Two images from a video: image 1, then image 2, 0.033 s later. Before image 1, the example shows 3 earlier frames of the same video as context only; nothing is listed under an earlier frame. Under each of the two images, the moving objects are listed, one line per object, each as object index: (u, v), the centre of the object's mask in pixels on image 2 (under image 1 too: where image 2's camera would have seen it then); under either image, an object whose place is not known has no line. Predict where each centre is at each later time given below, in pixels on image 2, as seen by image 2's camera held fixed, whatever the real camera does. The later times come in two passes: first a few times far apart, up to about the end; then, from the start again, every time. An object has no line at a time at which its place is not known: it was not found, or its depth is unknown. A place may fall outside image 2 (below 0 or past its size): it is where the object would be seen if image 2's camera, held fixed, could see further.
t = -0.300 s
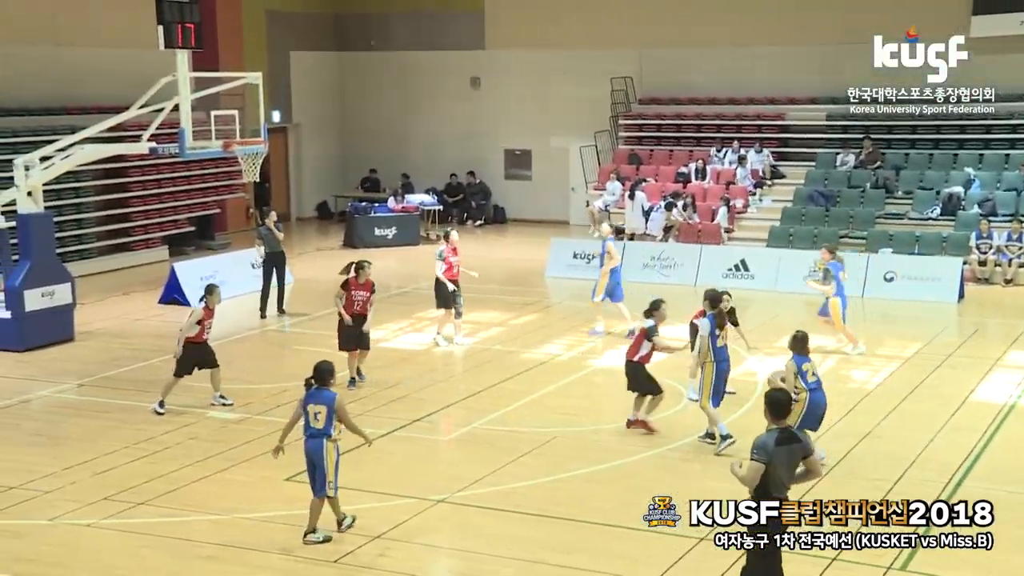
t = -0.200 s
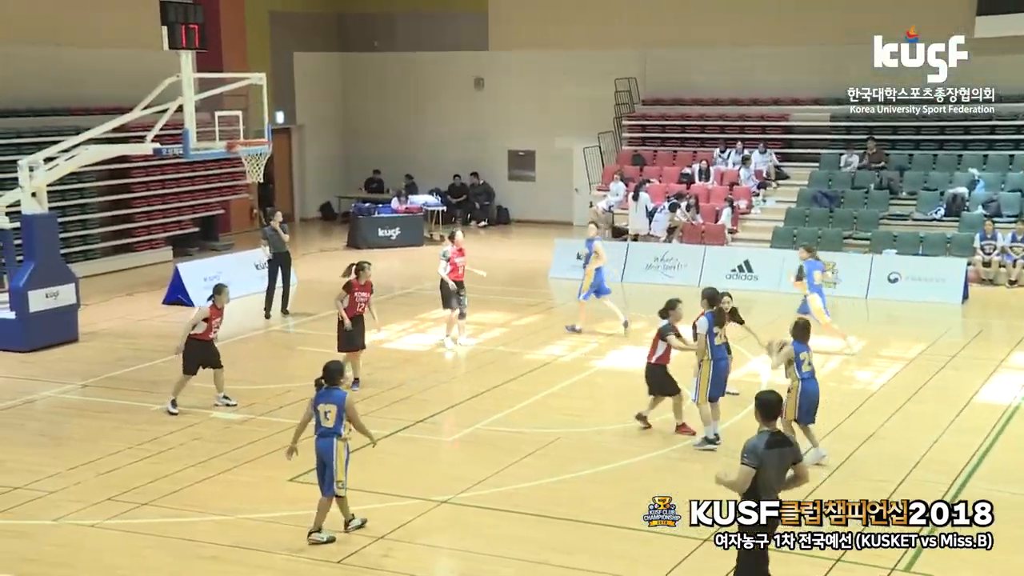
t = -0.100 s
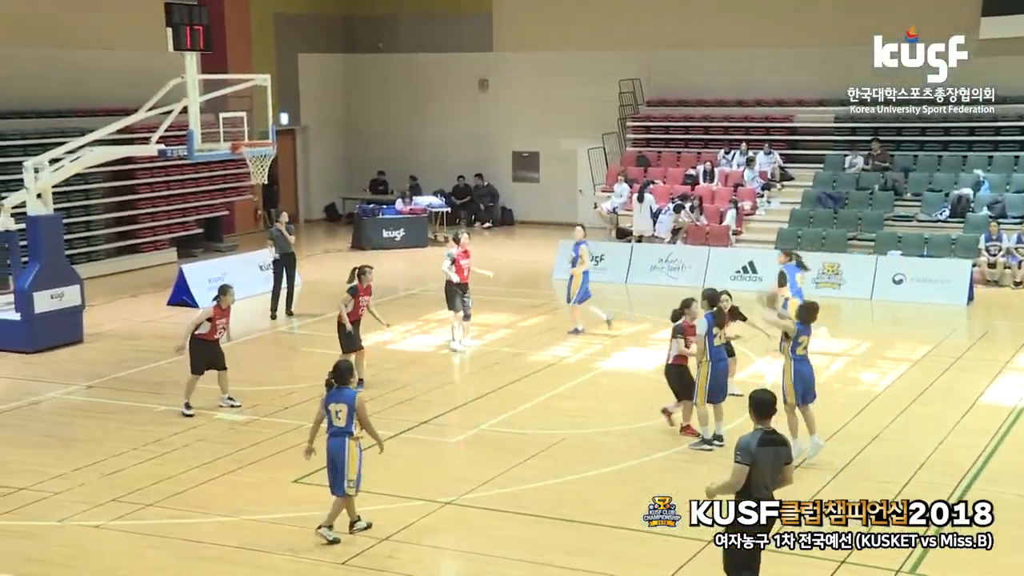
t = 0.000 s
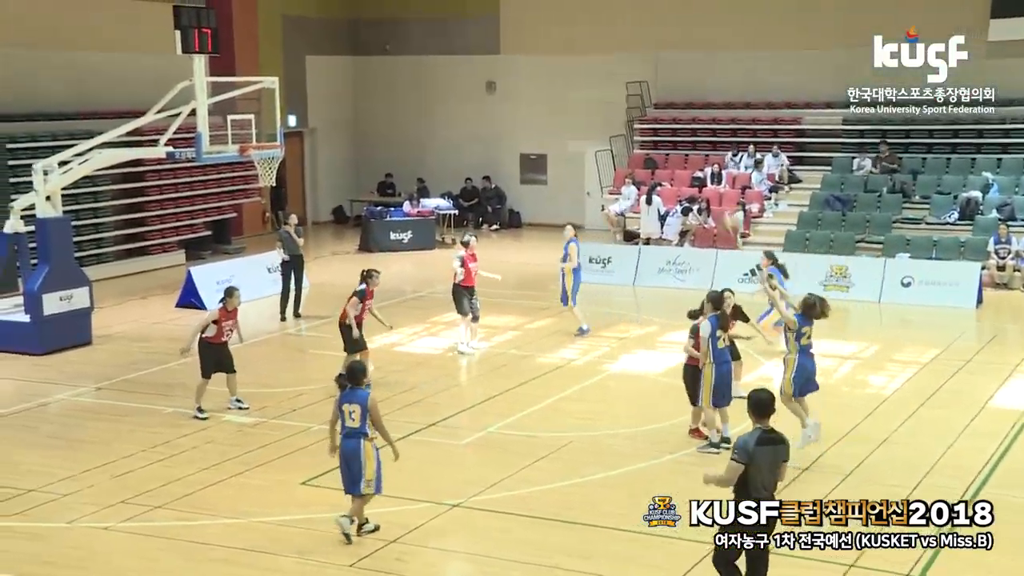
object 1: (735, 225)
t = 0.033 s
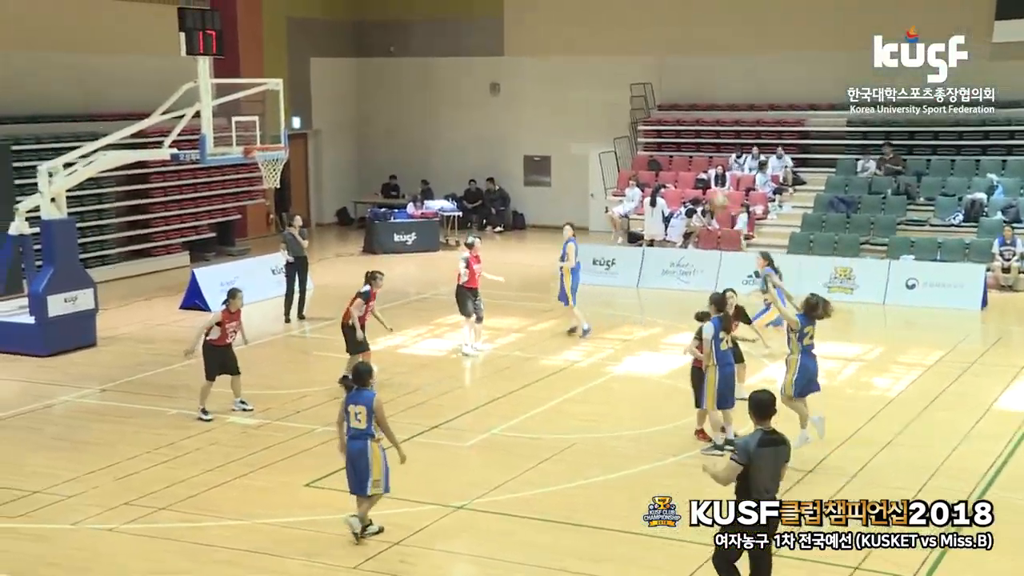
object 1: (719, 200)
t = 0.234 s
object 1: (635, 88)
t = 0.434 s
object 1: (558, 16)
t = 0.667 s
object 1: (475, -18)
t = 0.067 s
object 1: (704, 179)
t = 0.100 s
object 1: (691, 158)
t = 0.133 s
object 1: (677, 140)
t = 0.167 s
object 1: (662, 121)
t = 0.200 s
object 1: (649, 103)
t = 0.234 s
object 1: (635, 88)
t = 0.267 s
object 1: (621, 72)
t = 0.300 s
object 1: (609, 59)
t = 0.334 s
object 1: (596, 46)
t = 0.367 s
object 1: (584, 35)
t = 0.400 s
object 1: (570, 25)
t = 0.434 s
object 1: (558, 16)
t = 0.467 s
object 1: (546, 8)
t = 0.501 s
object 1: (534, 1)
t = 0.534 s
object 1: (522, -4)
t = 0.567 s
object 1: (510, -9)
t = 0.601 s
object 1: (499, -13)
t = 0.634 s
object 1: (488, -16)
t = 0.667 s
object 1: (475, -18)
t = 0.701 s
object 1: (464, -19)
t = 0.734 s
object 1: (454, -19)
